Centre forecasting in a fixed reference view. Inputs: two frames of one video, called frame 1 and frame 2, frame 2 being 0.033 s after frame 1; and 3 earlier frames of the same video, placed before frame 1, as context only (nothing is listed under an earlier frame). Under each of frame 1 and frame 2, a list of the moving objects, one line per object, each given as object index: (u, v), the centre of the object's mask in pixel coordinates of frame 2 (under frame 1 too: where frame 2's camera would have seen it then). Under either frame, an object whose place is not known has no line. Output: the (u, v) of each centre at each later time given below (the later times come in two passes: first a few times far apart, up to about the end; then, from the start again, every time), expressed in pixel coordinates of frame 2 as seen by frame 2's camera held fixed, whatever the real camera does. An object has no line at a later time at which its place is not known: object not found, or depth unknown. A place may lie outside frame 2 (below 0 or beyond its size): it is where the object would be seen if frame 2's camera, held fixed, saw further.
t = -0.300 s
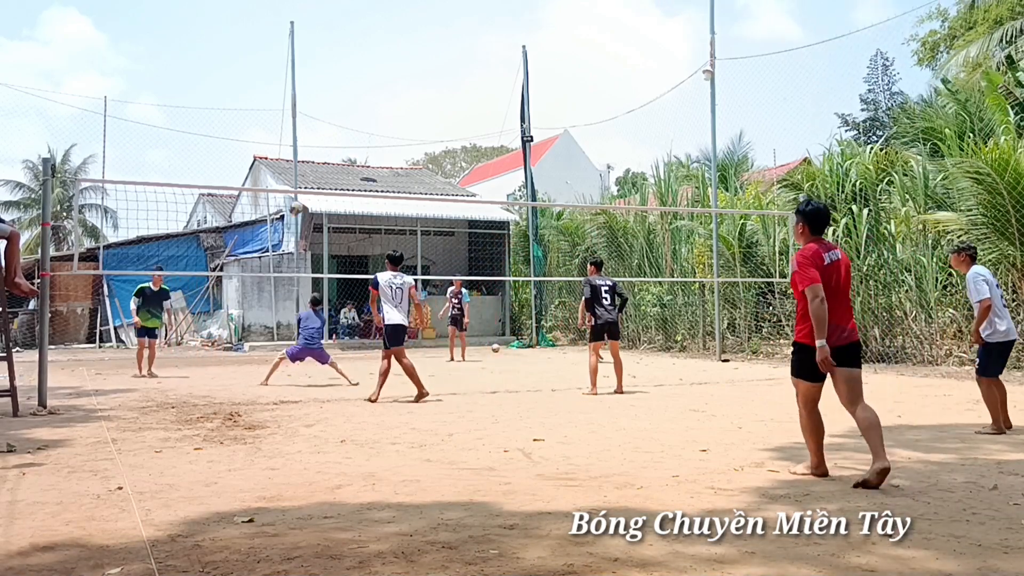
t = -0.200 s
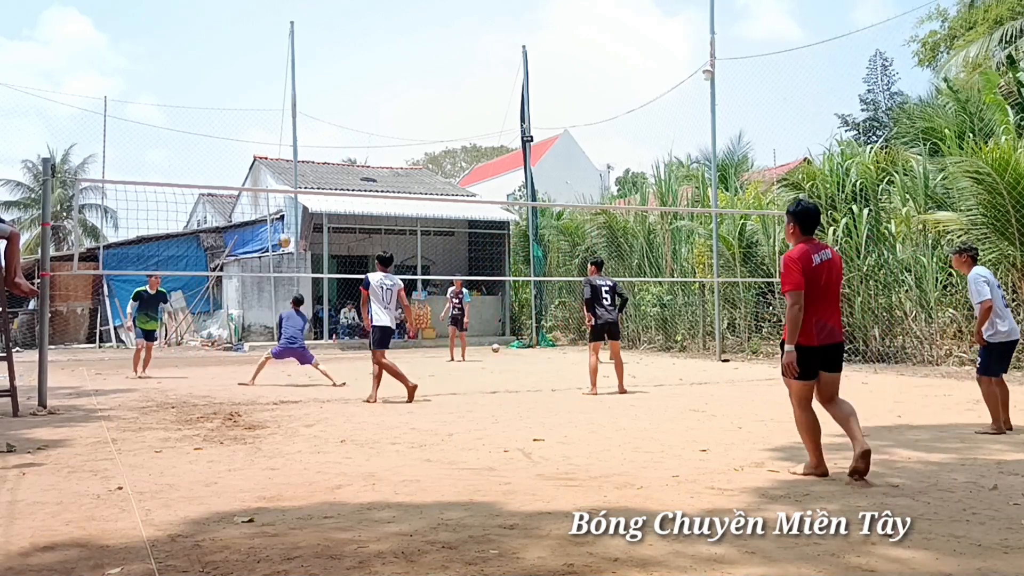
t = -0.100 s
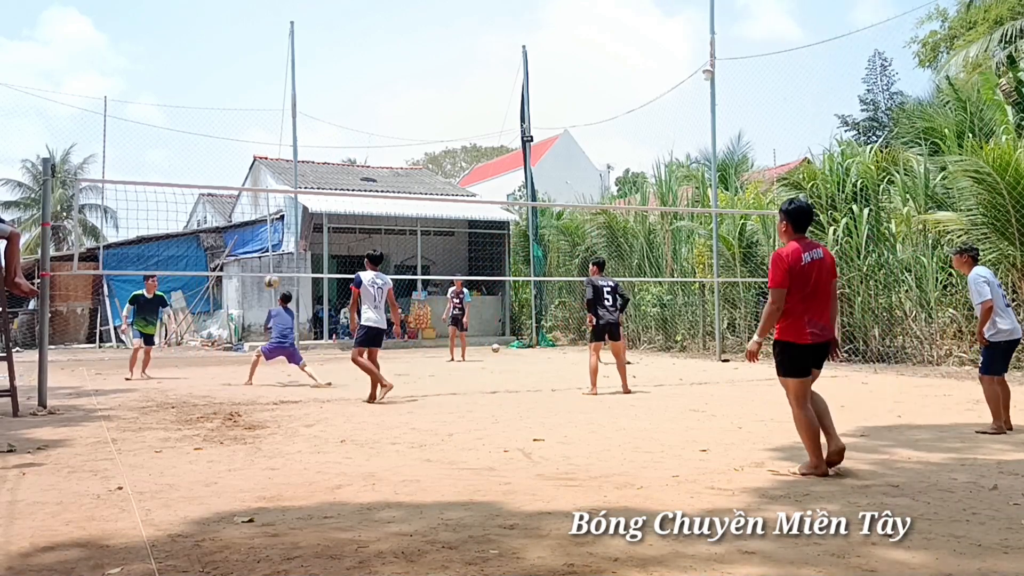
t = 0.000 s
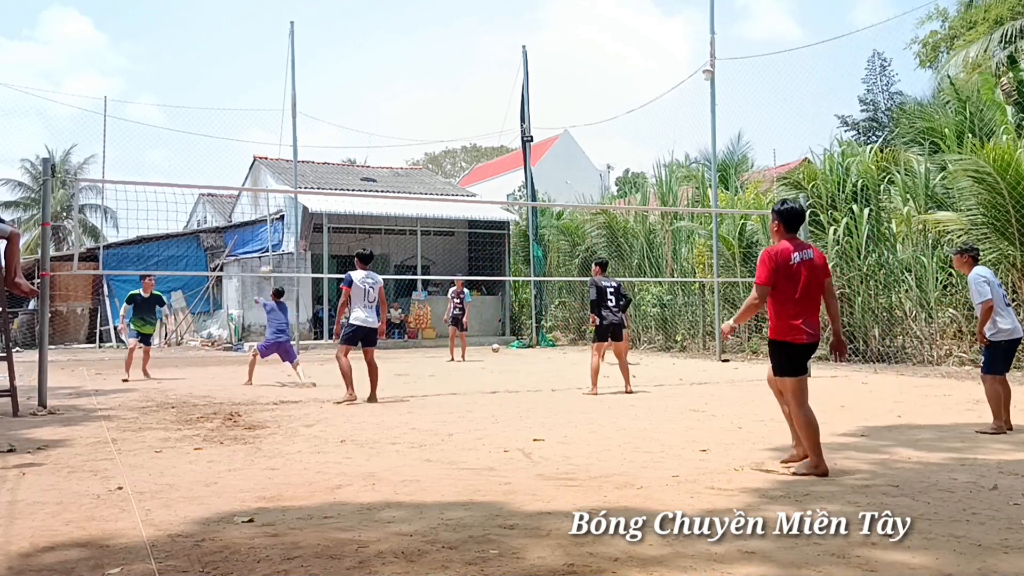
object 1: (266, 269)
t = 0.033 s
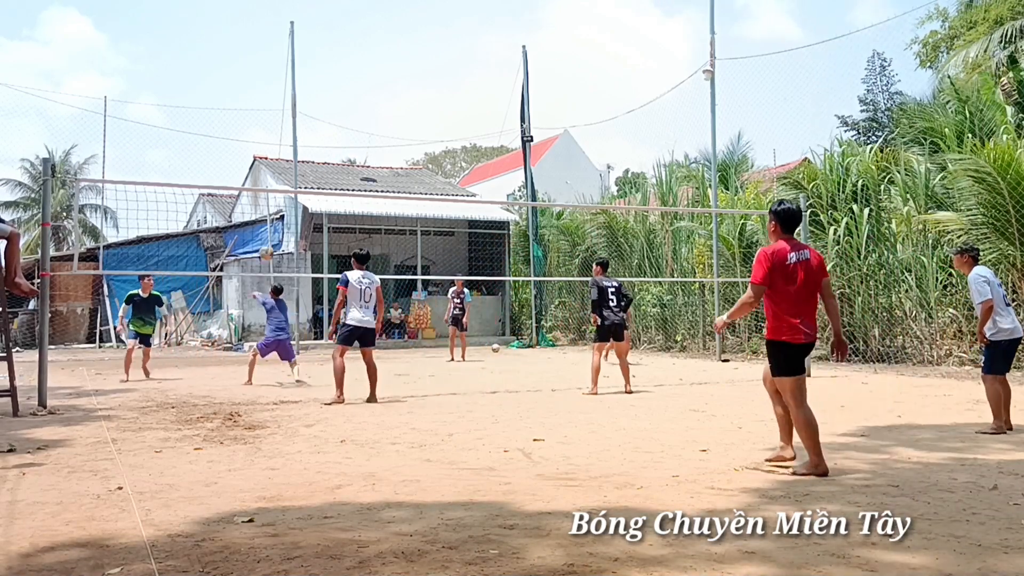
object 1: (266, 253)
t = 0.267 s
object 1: (272, 136)
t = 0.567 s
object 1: (280, 37)
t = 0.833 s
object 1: (287, 4)
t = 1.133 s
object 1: (296, 21)
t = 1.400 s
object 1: (305, 100)
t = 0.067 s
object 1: (267, 234)
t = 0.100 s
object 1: (267, 217)
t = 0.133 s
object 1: (269, 199)
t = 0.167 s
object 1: (270, 182)
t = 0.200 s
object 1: (270, 165)
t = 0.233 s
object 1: (271, 150)
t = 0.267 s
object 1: (272, 136)
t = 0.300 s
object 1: (273, 122)
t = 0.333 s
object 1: (273, 109)
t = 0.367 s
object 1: (274, 96)
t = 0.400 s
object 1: (276, 85)
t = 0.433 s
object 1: (277, 74)
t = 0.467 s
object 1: (277, 63)
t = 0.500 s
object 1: (278, 54)
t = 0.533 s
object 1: (278, 45)
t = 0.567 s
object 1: (280, 37)
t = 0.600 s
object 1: (280, 30)
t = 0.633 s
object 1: (281, 23)
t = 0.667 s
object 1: (282, 18)
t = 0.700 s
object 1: (283, 13)
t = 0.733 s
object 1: (284, 9)
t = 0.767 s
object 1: (285, 6)
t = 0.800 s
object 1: (286, 5)
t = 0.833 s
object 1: (287, 4)
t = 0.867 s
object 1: (288, 3)
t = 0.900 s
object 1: (289, 3)
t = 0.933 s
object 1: (290, 4)
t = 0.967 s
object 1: (291, 4)
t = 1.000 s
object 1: (292, 5)
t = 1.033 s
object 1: (293, 7)
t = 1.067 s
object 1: (294, 11)
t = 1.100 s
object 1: (295, 16)
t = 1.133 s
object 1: (296, 21)
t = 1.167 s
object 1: (297, 28)
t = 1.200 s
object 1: (298, 36)
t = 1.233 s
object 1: (300, 44)
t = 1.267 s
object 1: (301, 53)
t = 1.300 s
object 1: (301, 64)
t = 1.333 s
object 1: (303, 75)
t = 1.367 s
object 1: (304, 87)
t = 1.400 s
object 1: (305, 100)
